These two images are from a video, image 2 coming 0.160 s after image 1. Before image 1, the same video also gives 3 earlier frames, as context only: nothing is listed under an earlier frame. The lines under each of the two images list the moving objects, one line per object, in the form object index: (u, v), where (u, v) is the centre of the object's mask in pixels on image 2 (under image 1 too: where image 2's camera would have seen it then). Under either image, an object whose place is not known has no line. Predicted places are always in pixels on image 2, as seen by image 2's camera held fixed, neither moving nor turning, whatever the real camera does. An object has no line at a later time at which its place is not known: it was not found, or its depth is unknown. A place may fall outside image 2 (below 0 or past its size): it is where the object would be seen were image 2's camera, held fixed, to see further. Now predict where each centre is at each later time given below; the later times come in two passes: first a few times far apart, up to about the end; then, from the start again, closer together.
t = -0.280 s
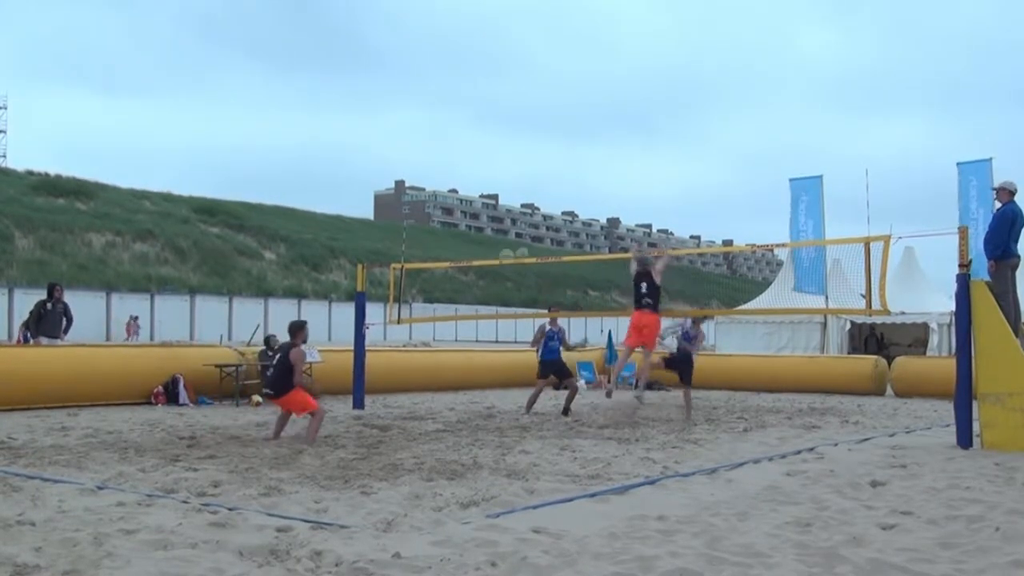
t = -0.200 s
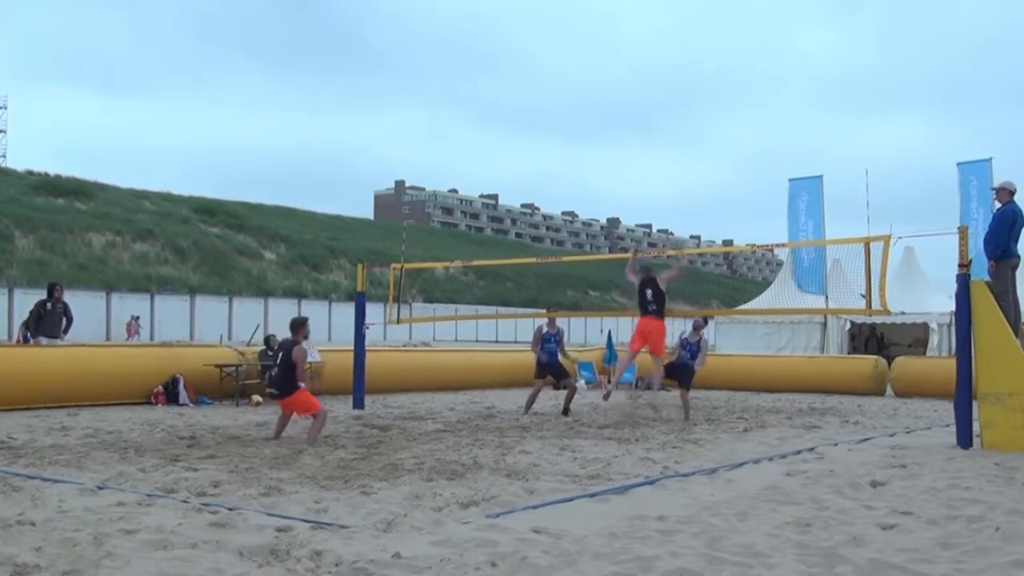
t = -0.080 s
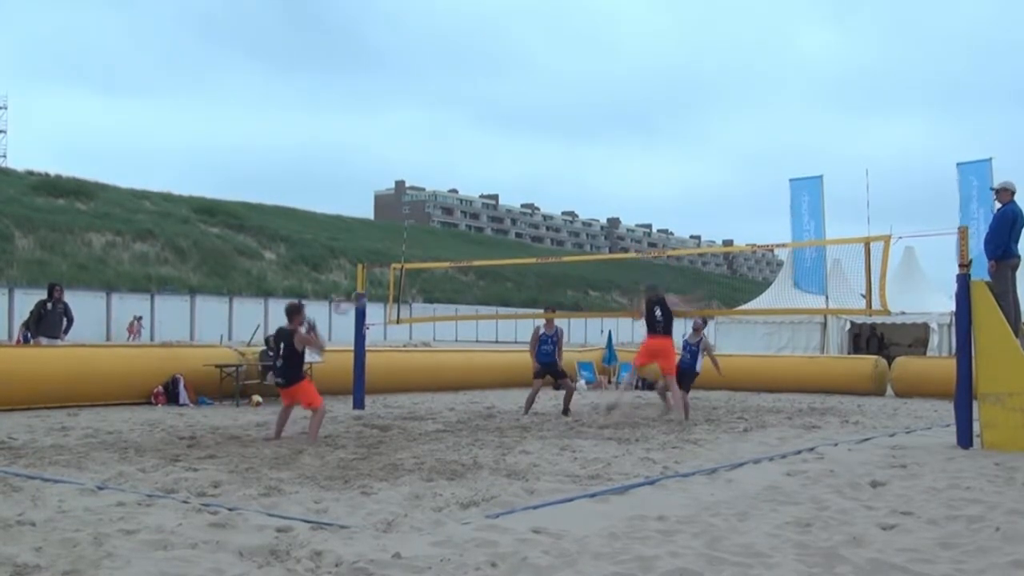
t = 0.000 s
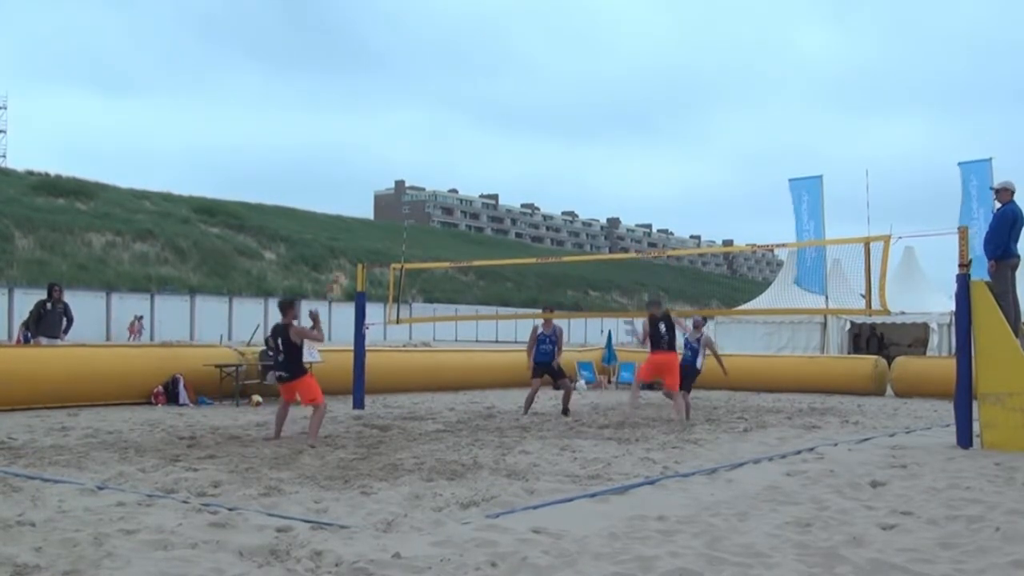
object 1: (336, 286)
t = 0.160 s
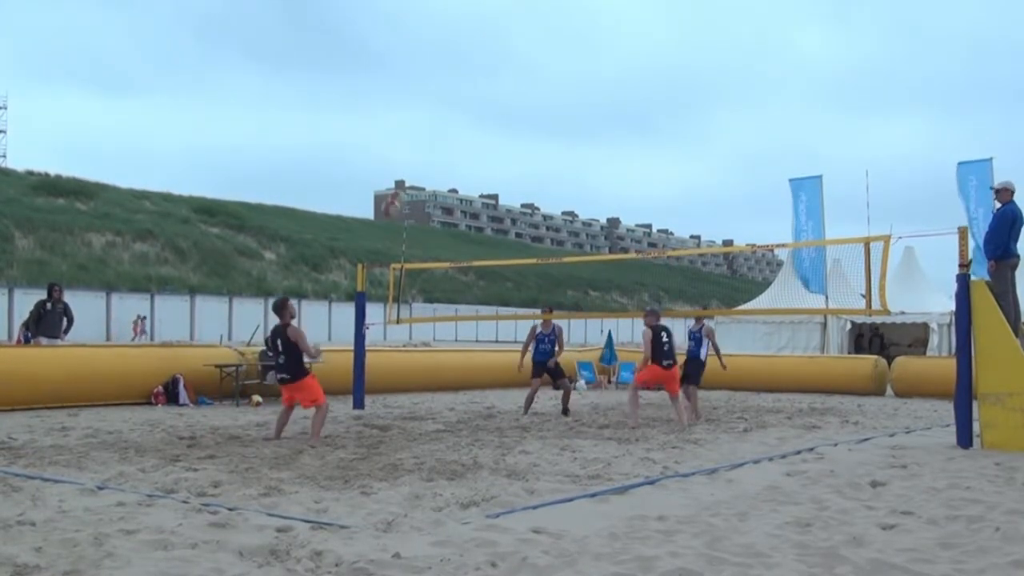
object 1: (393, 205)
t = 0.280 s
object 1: (433, 155)
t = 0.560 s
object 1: (513, 86)
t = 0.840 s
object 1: (580, 82)
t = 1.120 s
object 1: (631, 136)
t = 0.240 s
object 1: (420, 170)
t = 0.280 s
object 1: (433, 155)
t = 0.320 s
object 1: (445, 141)
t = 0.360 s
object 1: (457, 129)
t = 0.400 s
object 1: (470, 118)
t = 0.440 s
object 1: (481, 108)
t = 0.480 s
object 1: (492, 100)
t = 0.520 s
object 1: (503, 93)
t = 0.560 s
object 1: (513, 86)
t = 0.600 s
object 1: (524, 82)
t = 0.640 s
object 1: (534, 78)
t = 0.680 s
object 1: (543, 77)
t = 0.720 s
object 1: (553, 76)
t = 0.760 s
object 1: (563, 77)
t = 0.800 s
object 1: (572, 79)
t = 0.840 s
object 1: (580, 82)
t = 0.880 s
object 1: (588, 86)
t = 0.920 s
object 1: (596, 91)
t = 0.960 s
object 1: (603, 97)
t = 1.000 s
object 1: (610, 106)
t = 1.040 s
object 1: (618, 114)
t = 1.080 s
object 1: (624, 124)
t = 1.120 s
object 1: (631, 136)
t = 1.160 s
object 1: (638, 148)
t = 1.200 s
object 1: (644, 161)
